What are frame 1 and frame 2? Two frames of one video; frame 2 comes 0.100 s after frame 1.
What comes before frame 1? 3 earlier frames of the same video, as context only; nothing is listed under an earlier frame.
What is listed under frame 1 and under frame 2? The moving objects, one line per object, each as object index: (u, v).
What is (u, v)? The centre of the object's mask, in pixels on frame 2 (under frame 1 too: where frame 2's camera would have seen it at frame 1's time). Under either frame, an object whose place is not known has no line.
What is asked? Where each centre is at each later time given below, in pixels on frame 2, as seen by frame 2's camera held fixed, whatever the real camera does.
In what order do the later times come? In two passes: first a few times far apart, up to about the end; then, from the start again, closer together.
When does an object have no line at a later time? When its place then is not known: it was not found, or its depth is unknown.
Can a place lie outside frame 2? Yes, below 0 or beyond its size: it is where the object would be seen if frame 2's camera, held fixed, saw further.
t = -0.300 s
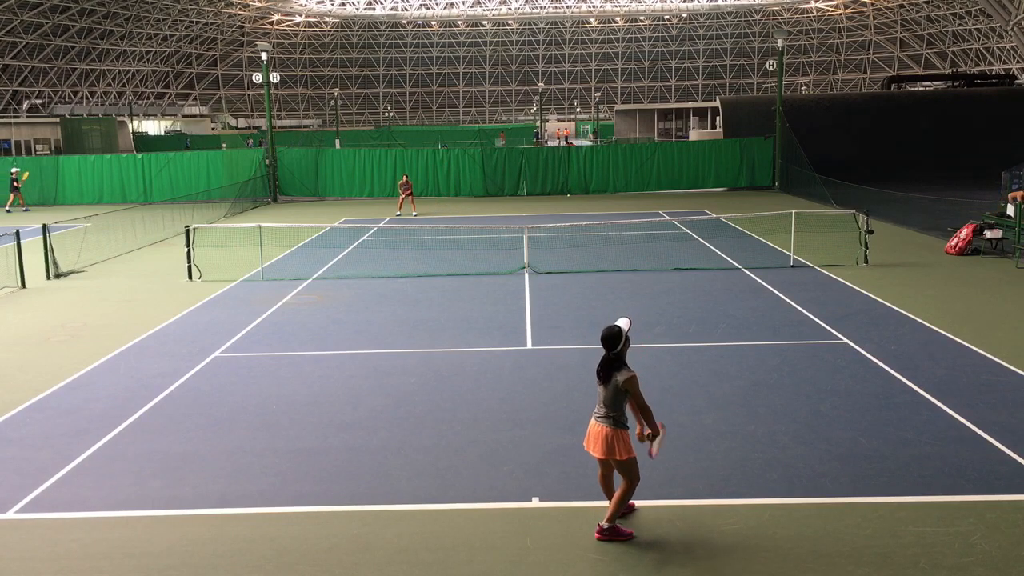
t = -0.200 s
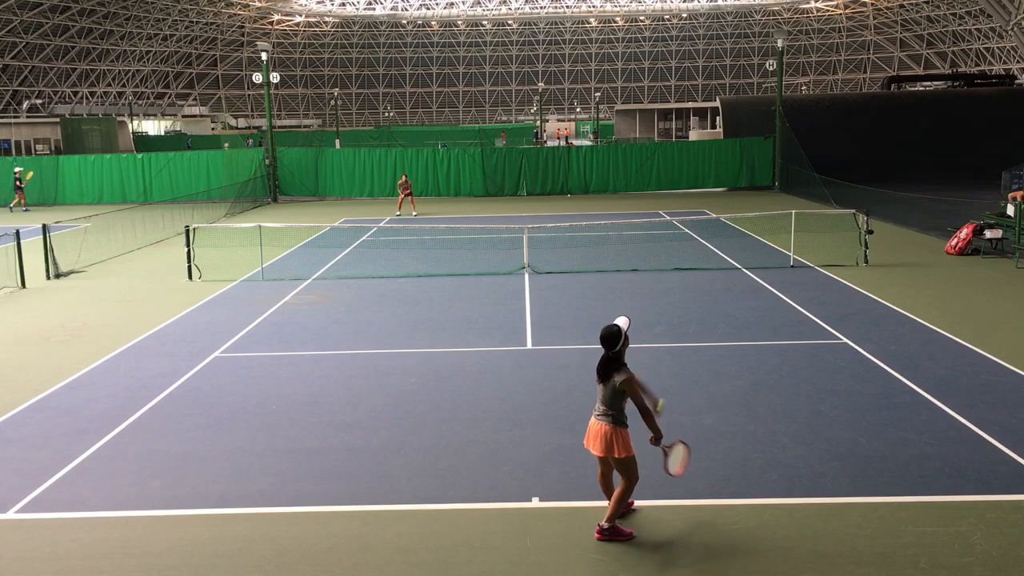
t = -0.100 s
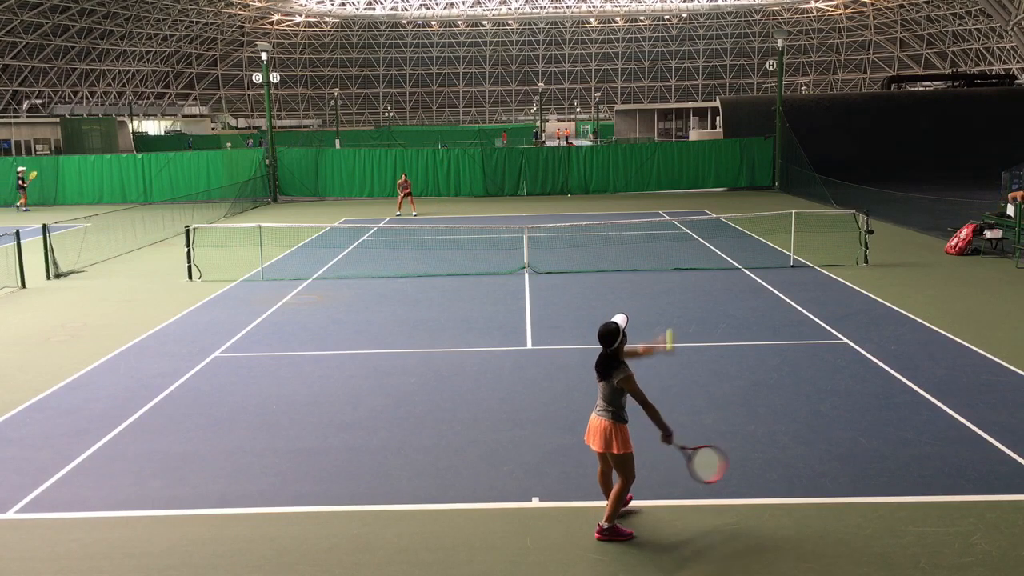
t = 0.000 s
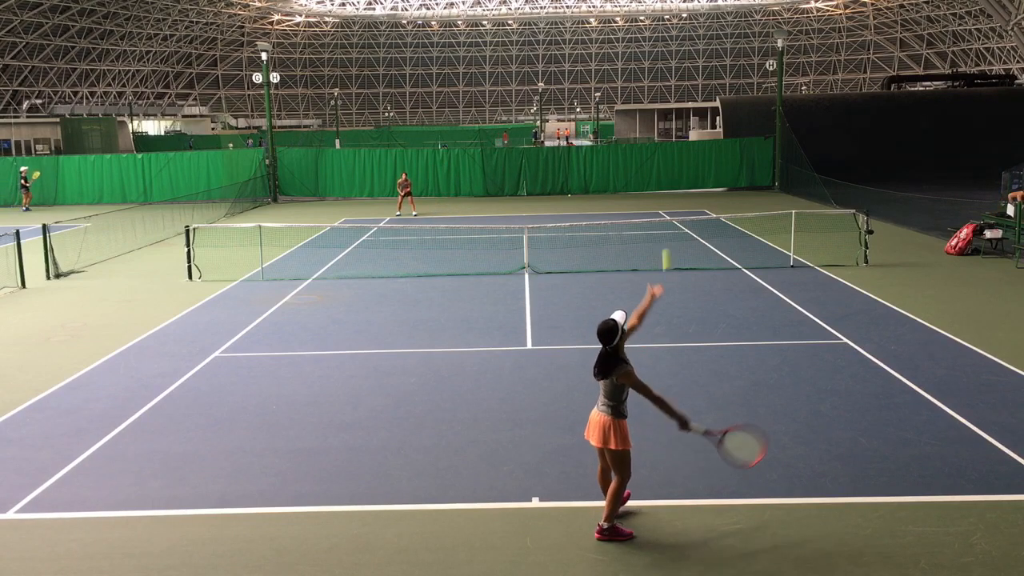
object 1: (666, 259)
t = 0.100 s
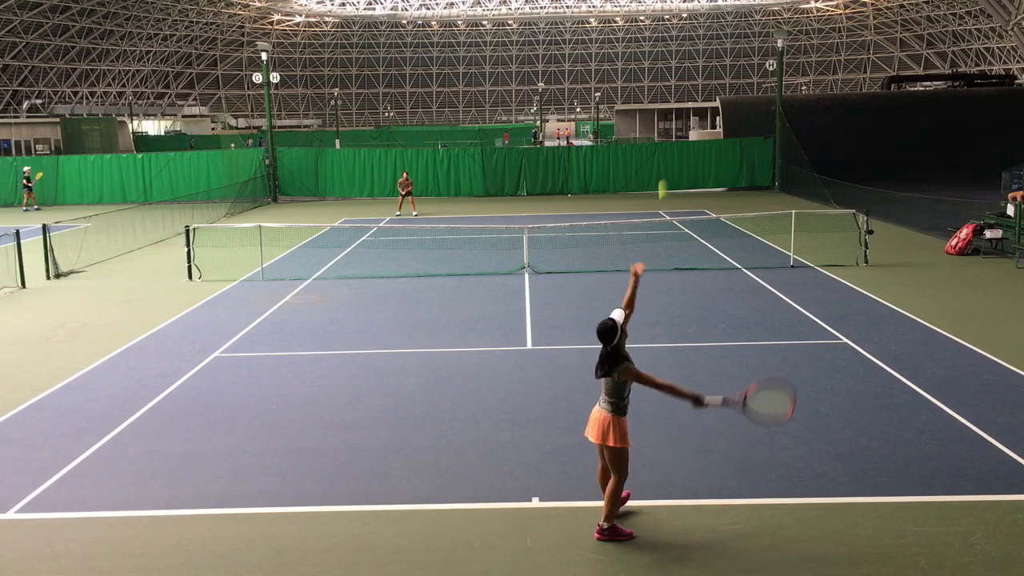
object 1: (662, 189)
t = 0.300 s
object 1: (654, 88)
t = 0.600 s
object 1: (643, 36)
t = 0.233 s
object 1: (657, 116)
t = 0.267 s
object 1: (656, 101)
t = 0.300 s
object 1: (654, 88)
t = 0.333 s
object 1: (653, 76)
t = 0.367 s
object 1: (652, 65)
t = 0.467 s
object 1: (648, 44)
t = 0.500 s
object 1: (647, 40)
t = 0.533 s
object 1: (645, 37)
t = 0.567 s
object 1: (644, 36)
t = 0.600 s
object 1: (643, 36)
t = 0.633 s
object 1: (641, 38)
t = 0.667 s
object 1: (640, 40)
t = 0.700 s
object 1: (639, 46)
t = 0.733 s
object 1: (637, 52)
